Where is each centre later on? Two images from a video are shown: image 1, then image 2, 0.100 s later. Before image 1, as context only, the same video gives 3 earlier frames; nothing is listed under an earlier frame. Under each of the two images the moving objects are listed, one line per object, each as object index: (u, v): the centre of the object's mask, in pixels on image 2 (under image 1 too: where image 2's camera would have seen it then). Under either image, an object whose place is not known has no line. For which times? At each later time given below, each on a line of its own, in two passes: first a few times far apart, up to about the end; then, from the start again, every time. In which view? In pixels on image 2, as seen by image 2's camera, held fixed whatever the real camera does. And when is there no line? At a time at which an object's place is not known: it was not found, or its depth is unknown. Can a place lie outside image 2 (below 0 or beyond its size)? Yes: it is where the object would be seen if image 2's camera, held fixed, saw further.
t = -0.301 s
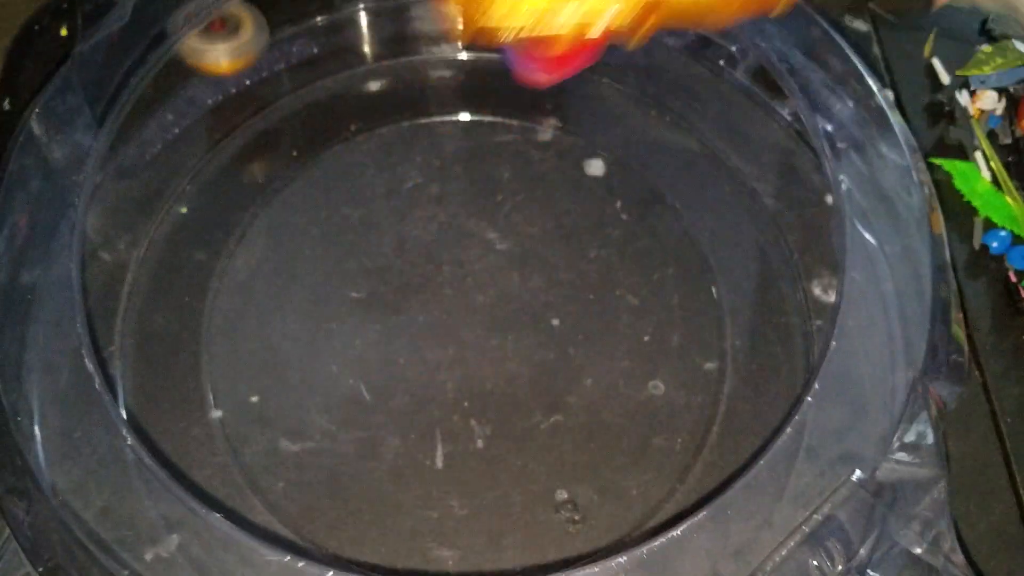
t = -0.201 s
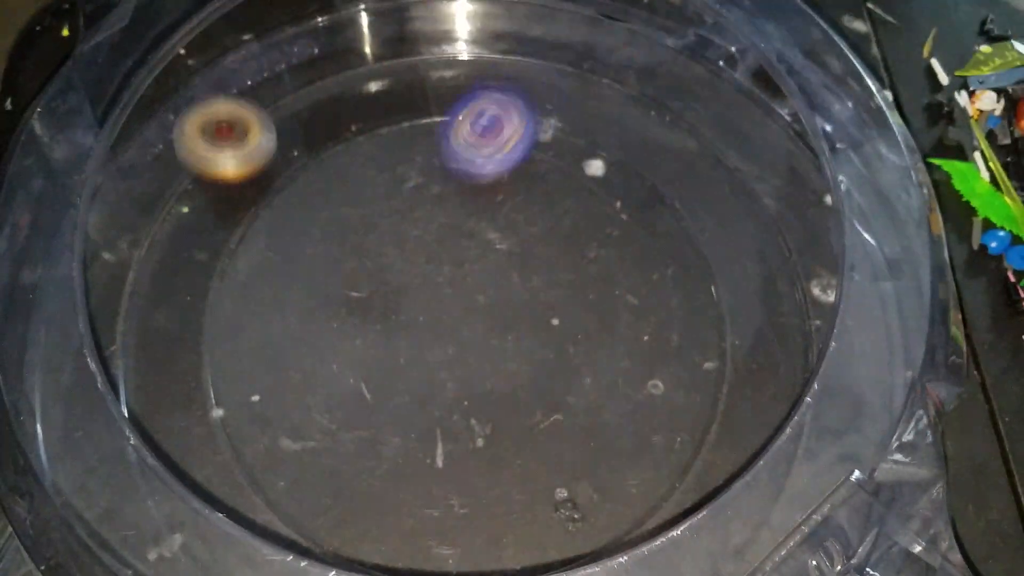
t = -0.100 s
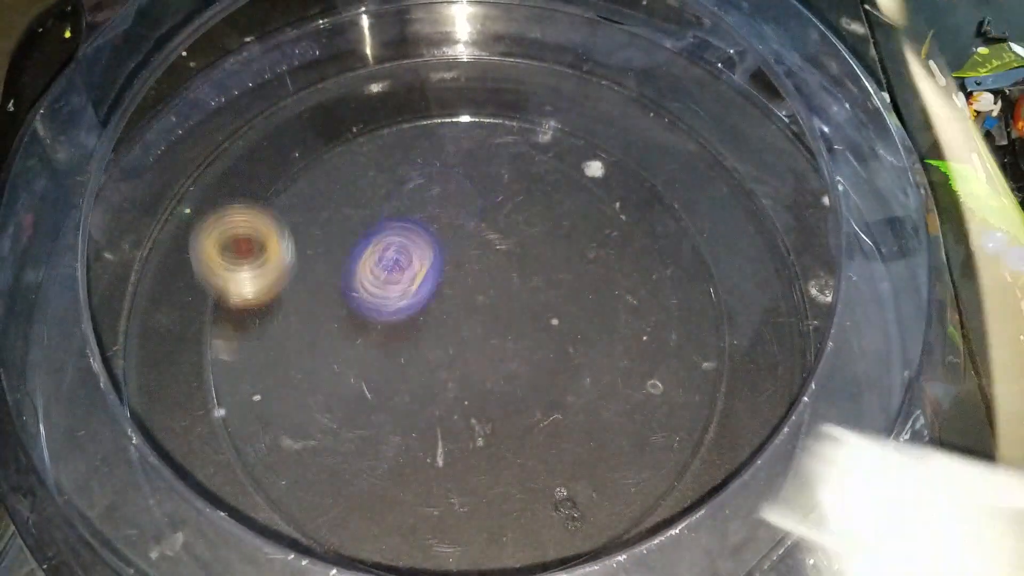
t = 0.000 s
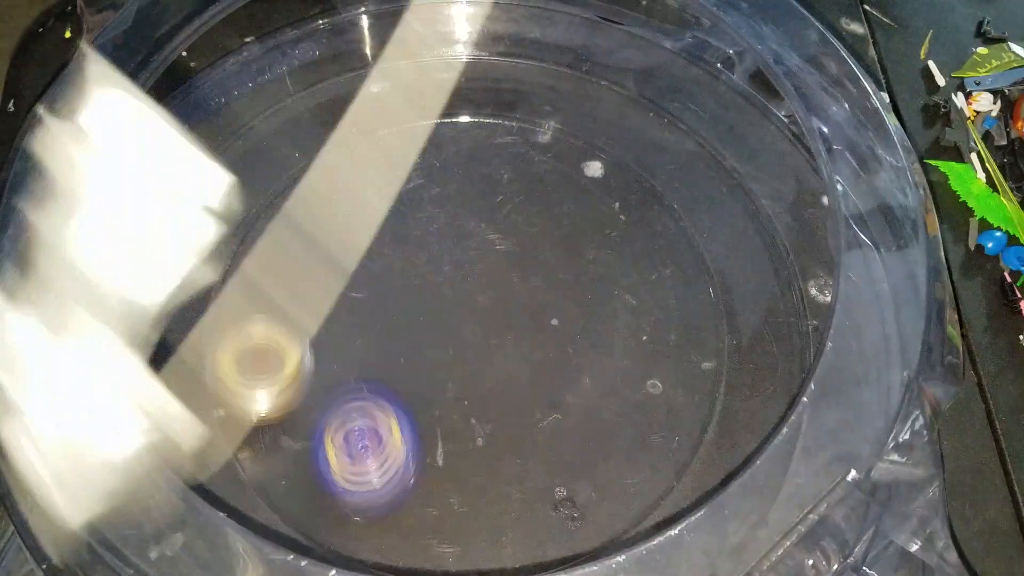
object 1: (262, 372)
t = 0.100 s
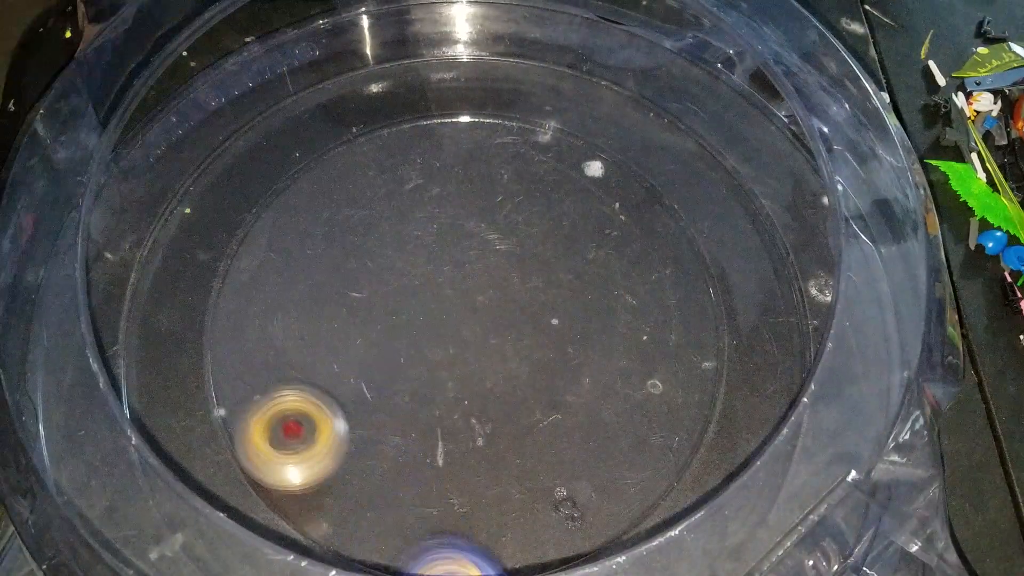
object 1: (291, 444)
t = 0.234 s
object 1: (366, 456)
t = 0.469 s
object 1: (457, 374)
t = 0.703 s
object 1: (440, 301)
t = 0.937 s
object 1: (392, 296)
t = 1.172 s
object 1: (420, 334)
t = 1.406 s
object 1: (358, 311)
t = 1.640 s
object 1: (451, 337)
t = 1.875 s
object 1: (499, 303)
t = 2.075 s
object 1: (465, 291)
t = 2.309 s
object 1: (460, 303)
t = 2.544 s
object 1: (502, 319)
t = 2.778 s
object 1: (491, 294)
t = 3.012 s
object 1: (475, 342)
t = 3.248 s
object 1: (518, 354)
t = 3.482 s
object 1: (488, 336)
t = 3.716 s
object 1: (474, 382)
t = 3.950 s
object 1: (489, 347)
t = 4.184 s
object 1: (422, 355)
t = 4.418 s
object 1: (460, 380)
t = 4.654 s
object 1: (443, 327)
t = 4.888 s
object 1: (409, 339)
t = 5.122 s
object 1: (453, 348)
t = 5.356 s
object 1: (453, 300)
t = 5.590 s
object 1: (432, 325)
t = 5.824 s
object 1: (440, 317)
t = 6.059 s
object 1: (466, 325)
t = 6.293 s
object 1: (460, 322)
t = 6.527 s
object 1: (474, 333)
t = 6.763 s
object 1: (465, 324)
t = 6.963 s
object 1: (481, 324)
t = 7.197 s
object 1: (486, 351)
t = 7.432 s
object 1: (459, 349)
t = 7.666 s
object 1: (466, 337)
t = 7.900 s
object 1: (464, 357)
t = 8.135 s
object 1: (439, 349)
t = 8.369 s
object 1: (453, 336)
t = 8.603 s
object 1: (458, 341)
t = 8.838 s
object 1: (446, 332)
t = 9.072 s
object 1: (457, 325)
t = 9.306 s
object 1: (462, 332)
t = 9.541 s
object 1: (459, 335)
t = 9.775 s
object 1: (464, 332)
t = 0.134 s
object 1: (309, 453)
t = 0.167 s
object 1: (328, 458)
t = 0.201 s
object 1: (347, 459)
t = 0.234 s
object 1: (366, 456)
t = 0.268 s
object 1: (384, 450)
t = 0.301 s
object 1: (399, 443)
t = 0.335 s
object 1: (415, 432)
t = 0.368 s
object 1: (428, 419)
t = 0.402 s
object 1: (441, 405)
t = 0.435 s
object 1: (449, 393)
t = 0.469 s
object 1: (457, 374)
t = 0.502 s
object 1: (463, 359)
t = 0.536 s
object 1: (461, 349)
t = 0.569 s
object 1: (461, 337)
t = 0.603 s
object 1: (459, 324)
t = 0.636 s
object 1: (453, 317)
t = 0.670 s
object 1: (447, 307)
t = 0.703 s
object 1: (440, 301)
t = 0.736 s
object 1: (433, 295)
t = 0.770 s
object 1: (426, 292)
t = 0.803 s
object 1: (419, 289)
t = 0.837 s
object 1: (411, 288)
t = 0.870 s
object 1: (404, 289)
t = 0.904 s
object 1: (397, 292)
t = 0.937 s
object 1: (392, 296)
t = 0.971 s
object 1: (390, 301)
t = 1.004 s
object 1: (391, 309)
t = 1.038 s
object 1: (395, 316)
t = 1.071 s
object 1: (401, 323)
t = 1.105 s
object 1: (407, 328)
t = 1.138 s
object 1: (413, 332)
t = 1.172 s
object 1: (420, 334)
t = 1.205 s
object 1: (429, 333)
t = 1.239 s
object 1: (430, 330)
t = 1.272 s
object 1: (405, 326)
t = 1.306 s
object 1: (384, 319)
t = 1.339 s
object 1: (368, 314)
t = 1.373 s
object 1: (360, 311)
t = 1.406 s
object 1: (358, 311)
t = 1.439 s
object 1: (361, 312)
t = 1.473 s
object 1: (370, 315)
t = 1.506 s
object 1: (385, 321)
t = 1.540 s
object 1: (401, 327)
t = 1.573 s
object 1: (417, 333)
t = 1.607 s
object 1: (435, 336)
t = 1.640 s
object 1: (451, 337)
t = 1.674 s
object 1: (464, 337)
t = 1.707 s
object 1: (477, 332)
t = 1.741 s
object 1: (488, 327)
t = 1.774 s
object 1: (496, 319)
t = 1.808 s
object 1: (501, 313)
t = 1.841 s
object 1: (502, 307)
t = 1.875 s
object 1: (499, 303)
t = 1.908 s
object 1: (495, 301)
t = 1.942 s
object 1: (488, 299)
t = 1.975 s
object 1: (481, 298)
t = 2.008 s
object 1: (476, 295)
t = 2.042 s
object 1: (471, 293)
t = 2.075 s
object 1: (465, 291)
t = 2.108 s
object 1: (459, 289)
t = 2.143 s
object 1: (455, 287)
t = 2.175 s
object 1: (453, 287)
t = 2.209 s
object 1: (453, 288)
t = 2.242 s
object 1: (457, 292)
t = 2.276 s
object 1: (459, 297)
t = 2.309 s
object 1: (460, 303)
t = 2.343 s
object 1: (462, 310)
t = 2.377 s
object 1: (467, 315)
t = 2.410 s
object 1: (473, 319)
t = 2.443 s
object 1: (480, 321)
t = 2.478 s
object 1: (488, 322)
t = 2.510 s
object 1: (496, 321)
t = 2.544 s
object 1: (502, 319)
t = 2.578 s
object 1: (507, 314)
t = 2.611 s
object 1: (510, 308)
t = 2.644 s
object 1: (510, 302)
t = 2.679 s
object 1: (507, 296)
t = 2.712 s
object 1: (502, 293)
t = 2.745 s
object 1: (497, 293)
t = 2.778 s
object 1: (491, 294)
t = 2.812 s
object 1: (484, 298)
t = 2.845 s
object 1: (478, 302)
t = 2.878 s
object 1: (473, 307)
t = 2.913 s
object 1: (471, 313)
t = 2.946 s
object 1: (470, 322)
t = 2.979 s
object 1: (471, 332)
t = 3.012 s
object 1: (475, 342)
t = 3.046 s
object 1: (481, 352)
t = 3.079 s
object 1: (487, 359)
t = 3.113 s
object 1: (495, 364)
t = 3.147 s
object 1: (503, 365)
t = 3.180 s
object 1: (510, 364)
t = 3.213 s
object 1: (516, 361)
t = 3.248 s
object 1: (518, 354)
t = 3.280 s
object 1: (519, 346)
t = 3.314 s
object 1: (519, 337)
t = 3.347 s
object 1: (517, 331)
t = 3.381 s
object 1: (514, 327)
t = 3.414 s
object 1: (507, 328)
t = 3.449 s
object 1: (498, 331)
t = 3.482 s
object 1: (488, 336)
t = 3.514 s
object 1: (479, 345)
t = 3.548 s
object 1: (471, 353)
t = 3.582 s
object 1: (467, 358)
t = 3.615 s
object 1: (464, 366)
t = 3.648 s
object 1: (465, 372)
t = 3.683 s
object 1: (469, 378)
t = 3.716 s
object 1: (474, 382)
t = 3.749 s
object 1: (480, 382)
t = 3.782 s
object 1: (485, 377)
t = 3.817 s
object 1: (489, 369)
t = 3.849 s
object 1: (490, 362)
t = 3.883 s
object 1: (491, 354)
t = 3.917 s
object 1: (491, 350)
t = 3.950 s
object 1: (489, 347)
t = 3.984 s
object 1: (482, 342)
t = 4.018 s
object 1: (473, 339)
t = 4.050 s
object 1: (461, 338)
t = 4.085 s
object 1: (450, 339)
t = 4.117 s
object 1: (438, 343)
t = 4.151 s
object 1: (429, 348)
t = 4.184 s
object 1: (422, 355)
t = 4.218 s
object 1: (420, 363)
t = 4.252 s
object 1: (421, 372)
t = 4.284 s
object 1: (425, 380)
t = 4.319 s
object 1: (433, 383)
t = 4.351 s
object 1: (443, 384)
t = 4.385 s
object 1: (453, 383)
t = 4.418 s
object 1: (460, 380)
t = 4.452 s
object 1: (464, 375)
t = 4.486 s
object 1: (464, 372)
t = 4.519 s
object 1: (464, 360)
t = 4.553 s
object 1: (460, 351)
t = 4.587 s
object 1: (455, 343)
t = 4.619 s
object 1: (450, 333)
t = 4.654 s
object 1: (443, 327)
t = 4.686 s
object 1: (435, 323)
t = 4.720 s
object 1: (427, 323)
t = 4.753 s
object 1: (418, 324)
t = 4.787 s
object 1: (411, 328)
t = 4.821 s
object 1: (406, 333)
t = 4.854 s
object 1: (406, 336)
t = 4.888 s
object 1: (409, 339)
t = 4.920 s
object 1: (415, 342)
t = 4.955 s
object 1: (422, 344)
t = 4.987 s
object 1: (429, 345)
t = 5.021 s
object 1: (437, 346)
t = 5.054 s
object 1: (443, 347)
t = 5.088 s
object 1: (449, 348)
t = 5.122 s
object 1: (453, 348)
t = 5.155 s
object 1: (457, 346)
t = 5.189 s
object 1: (460, 341)
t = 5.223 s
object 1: (462, 334)
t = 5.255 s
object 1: (463, 324)
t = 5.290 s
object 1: (462, 315)
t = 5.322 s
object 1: (458, 307)
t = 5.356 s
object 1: (453, 300)
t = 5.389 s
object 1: (446, 296)
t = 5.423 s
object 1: (441, 296)
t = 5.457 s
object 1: (436, 300)
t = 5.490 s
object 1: (433, 306)
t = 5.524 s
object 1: (432, 313)
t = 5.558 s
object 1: (432, 319)
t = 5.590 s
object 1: (432, 325)
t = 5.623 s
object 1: (432, 329)
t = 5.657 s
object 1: (433, 330)
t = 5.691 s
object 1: (433, 330)
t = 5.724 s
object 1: (434, 329)
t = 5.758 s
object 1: (435, 326)
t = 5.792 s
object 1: (437, 322)
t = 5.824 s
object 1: (440, 317)
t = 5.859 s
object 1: (445, 313)
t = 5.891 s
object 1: (451, 313)
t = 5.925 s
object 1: (457, 315)
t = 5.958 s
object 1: (462, 317)
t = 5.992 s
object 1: (465, 320)
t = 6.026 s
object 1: (467, 323)
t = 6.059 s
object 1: (466, 325)
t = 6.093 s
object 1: (465, 327)
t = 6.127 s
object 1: (461, 326)
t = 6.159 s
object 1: (457, 326)
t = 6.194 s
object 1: (455, 321)
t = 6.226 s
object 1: (455, 318)
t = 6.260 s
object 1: (456, 318)
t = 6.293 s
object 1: (460, 322)
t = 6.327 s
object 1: (466, 326)
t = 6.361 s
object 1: (471, 329)
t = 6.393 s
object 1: (474, 330)
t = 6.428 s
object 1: (475, 331)
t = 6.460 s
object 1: (476, 332)
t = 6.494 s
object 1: (475, 333)
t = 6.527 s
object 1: (474, 333)
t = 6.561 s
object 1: (472, 333)
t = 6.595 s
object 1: (470, 332)
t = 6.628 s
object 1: (468, 332)
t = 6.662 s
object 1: (466, 330)
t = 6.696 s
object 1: (465, 328)
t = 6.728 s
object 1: (465, 326)
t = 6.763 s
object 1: (465, 324)
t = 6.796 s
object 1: (466, 323)
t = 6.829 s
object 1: (469, 322)
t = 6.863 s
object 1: (471, 321)
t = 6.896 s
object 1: (474, 321)
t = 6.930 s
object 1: (478, 322)
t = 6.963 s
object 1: (481, 324)
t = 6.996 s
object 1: (485, 326)
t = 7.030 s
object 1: (488, 330)
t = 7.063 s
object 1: (490, 334)
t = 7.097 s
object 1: (491, 338)
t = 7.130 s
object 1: (490, 343)
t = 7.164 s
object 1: (489, 348)
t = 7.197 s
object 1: (486, 351)
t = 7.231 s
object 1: (482, 354)
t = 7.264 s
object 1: (478, 356)
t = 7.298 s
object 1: (473, 357)
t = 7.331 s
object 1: (468, 356)
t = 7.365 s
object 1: (464, 355)
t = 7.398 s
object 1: (461, 352)
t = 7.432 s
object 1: (459, 349)
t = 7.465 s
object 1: (458, 346)
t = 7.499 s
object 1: (458, 343)
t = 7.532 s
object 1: (458, 340)
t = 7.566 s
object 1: (460, 338)
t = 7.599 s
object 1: (461, 337)
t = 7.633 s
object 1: (464, 337)
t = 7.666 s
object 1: (466, 337)
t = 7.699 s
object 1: (468, 339)
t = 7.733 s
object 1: (470, 342)
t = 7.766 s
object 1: (471, 345)
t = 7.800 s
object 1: (471, 348)
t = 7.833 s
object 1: (469, 351)
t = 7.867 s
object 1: (467, 354)
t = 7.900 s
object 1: (464, 357)
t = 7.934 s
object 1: (460, 358)
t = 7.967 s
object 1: (455, 359)
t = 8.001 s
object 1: (450, 359)
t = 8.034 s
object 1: (445, 357)
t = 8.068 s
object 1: (442, 355)
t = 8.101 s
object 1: (440, 352)
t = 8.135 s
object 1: (439, 349)
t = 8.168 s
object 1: (439, 346)
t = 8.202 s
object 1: (441, 343)
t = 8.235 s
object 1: (443, 341)
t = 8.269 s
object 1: (445, 339)
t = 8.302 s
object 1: (448, 337)
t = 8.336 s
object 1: (451, 336)
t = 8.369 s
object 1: (453, 336)
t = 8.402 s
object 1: (455, 335)
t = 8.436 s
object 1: (457, 335)
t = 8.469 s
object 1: (458, 336)
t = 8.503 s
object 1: (459, 337)
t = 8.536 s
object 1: (459, 337)
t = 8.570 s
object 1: (459, 339)
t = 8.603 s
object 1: (458, 341)
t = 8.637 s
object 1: (456, 340)
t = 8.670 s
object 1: (454, 340)
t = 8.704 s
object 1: (452, 339)
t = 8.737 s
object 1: (449, 338)
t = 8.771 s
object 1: (448, 336)
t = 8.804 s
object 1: (446, 334)
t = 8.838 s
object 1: (446, 332)
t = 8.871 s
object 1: (446, 329)
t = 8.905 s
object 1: (447, 326)
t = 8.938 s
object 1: (448, 324)
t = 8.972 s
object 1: (450, 324)
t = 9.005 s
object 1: (453, 323)
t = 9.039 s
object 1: (455, 324)
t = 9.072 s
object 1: (457, 325)
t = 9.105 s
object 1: (459, 326)
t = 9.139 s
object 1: (460, 326)
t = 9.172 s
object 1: (461, 328)
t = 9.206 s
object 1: (462, 329)
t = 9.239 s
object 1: (462, 331)
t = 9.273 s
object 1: (462, 331)
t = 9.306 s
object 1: (462, 332)
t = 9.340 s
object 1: (462, 333)
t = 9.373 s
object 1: (461, 334)
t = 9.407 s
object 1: (461, 334)
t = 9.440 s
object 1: (460, 334)
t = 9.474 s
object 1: (460, 334)
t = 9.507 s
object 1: (460, 334)
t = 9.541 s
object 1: (459, 335)
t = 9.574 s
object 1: (459, 334)
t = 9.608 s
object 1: (460, 333)
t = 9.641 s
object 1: (460, 332)
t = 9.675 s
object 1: (461, 332)
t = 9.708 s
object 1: (462, 332)
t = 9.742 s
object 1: (463, 333)
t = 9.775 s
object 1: (464, 332)
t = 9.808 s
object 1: (465, 333)
